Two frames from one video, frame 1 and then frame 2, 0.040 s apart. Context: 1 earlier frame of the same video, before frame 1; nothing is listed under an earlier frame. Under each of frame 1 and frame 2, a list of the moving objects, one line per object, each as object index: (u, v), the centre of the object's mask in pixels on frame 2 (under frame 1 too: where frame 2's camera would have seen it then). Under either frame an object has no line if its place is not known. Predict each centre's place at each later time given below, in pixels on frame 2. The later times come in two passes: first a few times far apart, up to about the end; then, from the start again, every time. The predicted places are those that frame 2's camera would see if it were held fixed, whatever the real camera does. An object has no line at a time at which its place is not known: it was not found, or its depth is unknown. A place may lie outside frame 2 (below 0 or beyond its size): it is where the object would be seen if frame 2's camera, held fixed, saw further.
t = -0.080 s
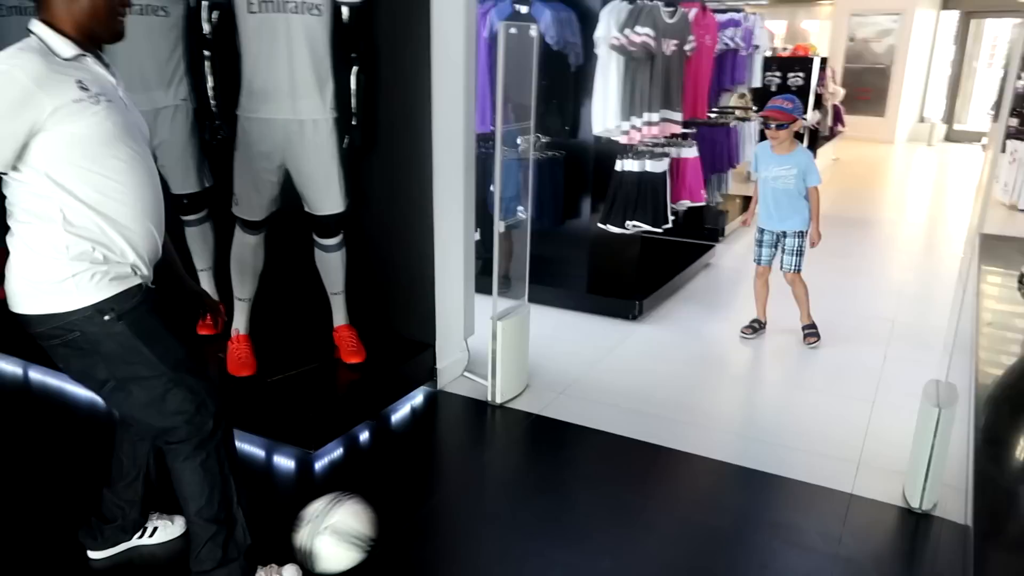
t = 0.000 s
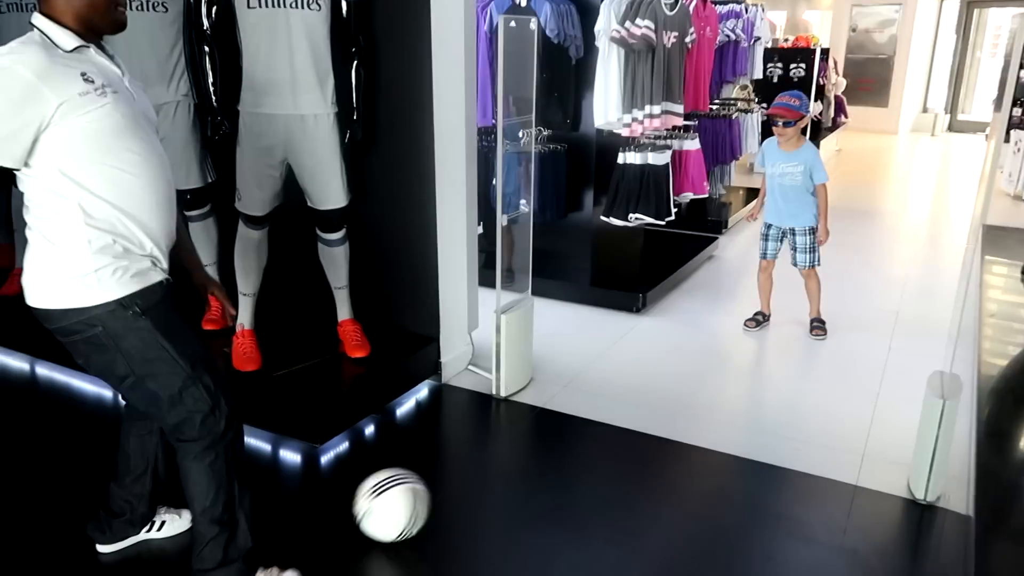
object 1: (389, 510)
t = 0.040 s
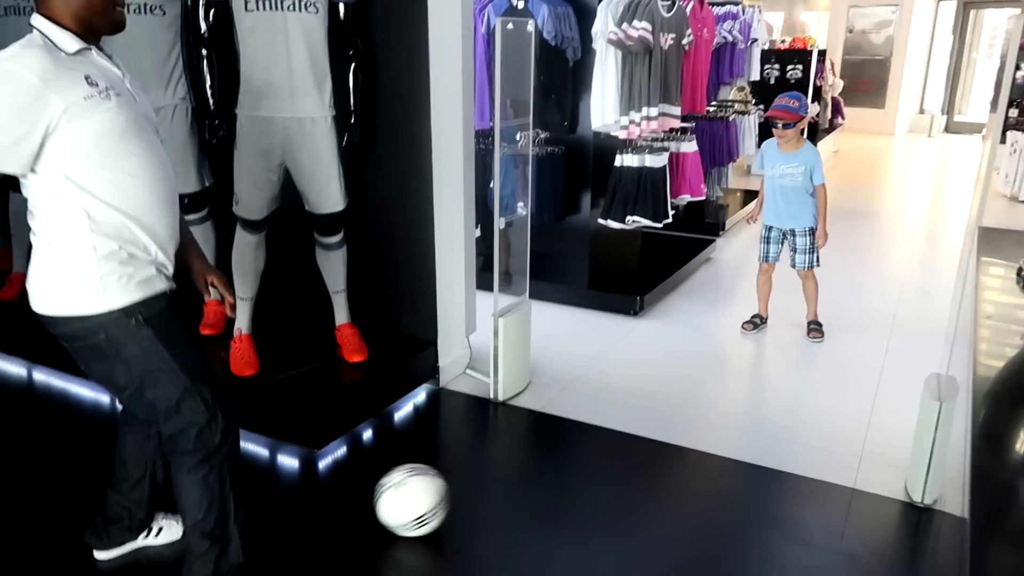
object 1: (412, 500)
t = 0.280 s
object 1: (527, 452)
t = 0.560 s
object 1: (628, 409)
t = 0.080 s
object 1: (433, 492)
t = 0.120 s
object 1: (454, 483)
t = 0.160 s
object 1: (473, 474)
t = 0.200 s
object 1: (491, 467)
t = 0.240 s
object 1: (510, 459)
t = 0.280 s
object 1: (527, 452)
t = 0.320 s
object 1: (543, 445)
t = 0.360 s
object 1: (558, 440)
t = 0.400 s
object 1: (573, 432)
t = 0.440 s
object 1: (588, 426)
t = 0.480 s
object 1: (602, 421)
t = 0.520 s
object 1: (615, 414)
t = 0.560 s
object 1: (628, 409)
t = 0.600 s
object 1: (642, 404)
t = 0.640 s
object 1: (654, 398)
